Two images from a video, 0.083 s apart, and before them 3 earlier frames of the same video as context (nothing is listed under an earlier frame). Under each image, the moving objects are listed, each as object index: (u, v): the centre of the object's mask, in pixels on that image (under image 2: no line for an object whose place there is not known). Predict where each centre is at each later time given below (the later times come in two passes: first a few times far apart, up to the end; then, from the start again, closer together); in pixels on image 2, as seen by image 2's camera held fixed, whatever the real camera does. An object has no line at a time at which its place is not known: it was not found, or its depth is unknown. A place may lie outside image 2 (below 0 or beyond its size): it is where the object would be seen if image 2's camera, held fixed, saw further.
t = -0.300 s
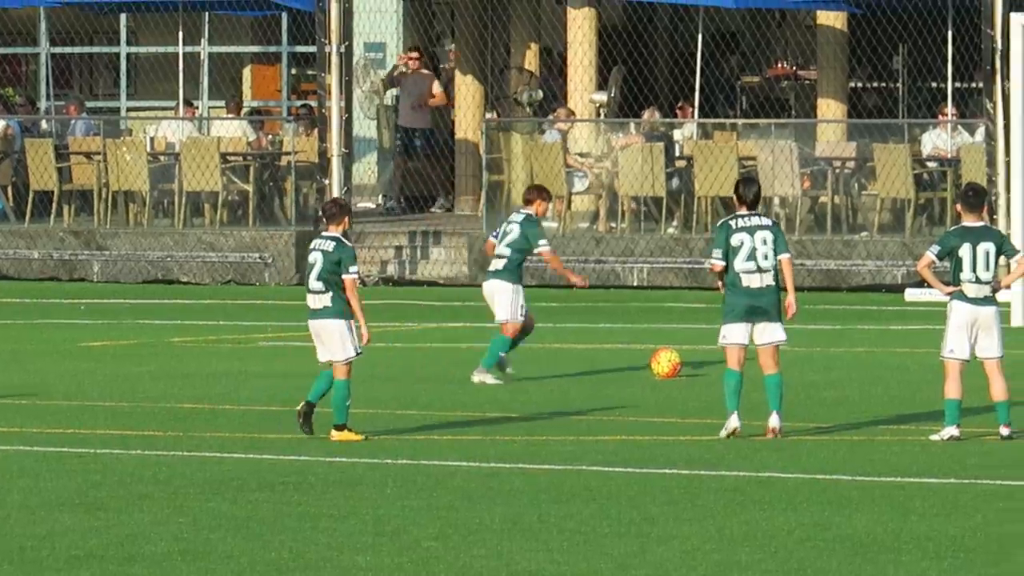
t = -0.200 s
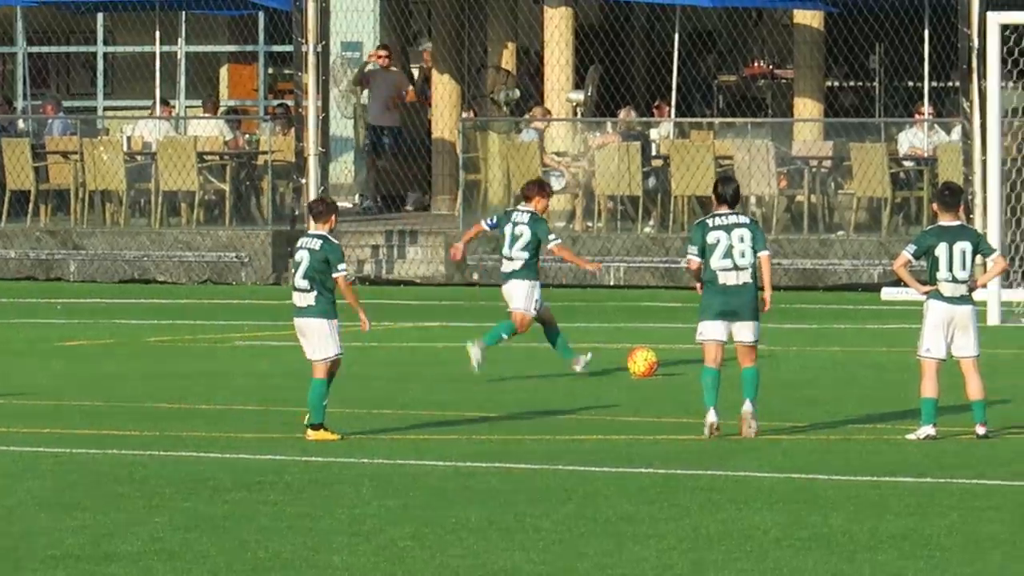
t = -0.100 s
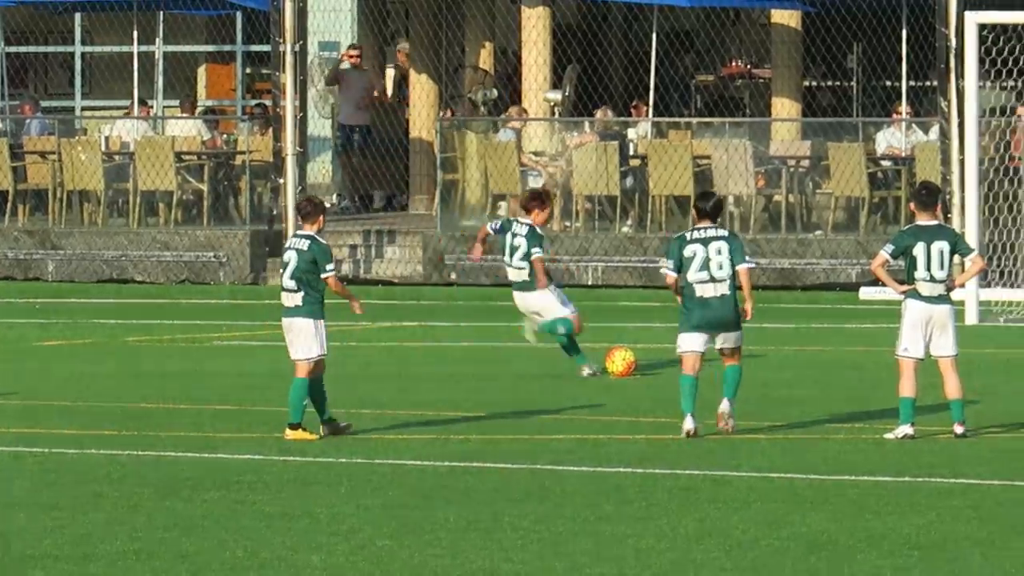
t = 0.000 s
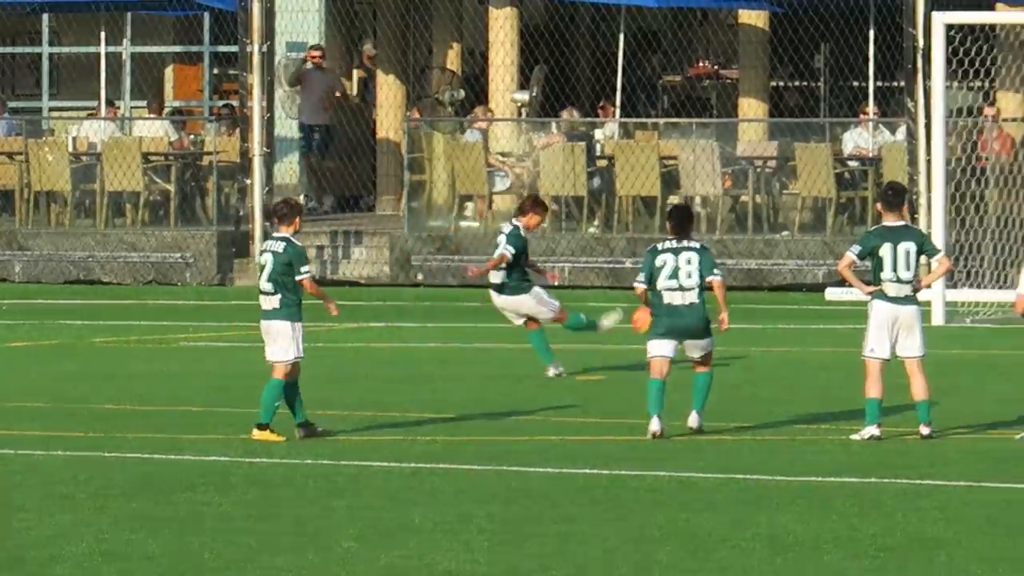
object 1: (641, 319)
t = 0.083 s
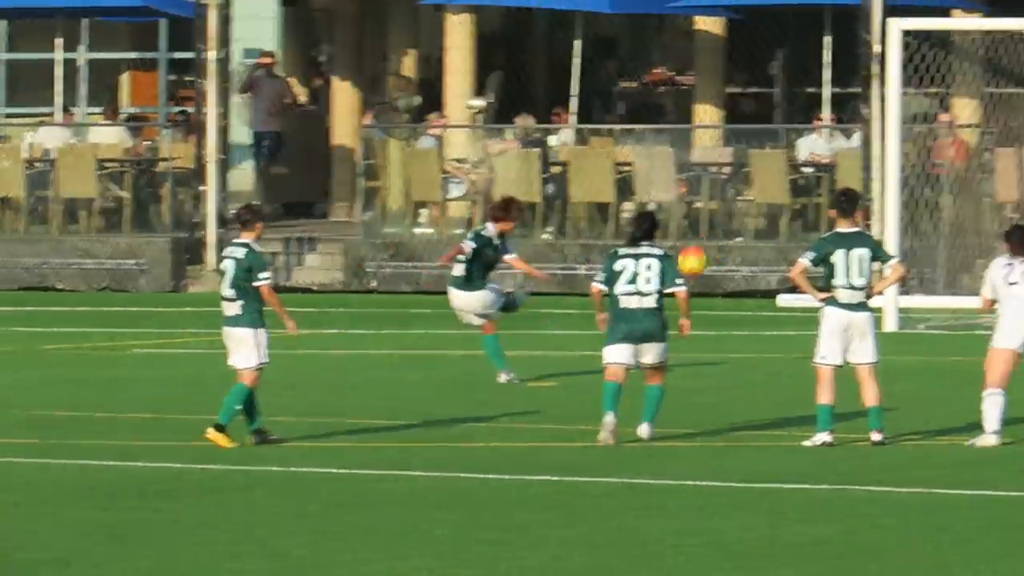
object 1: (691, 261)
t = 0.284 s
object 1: (871, 162)
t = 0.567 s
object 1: (1044, 140)
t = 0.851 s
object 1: (1183, 163)
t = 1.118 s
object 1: (1295, 257)
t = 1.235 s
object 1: (1341, 296)
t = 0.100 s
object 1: (708, 250)
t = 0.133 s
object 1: (742, 229)
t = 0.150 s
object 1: (757, 220)
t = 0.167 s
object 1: (772, 211)
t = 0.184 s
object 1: (789, 202)
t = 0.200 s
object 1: (801, 194)
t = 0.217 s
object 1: (815, 187)
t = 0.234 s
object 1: (830, 179)
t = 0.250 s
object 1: (844, 173)
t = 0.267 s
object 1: (858, 167)
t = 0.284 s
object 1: (871, 162)
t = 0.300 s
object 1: (883, 157)
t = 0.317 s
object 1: (895, 152)
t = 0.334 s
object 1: (908, 148)
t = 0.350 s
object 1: (919, 144)
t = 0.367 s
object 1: (929, 141)
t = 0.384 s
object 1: (940, 138)
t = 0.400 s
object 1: (951, 136)
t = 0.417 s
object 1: (961, 136)
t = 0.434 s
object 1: (971, 134)
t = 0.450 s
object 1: (982, 133)
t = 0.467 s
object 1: (992, 132)
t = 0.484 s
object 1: (1000, 133)
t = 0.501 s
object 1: (1010, 133)
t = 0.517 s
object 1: (1019, 134)
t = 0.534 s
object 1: (1028, 135)
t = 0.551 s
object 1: (1036, 137)
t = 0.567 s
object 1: (1044, 140)
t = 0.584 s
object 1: (1051, 142)
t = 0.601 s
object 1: (1059, 145)
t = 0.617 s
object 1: (1067, 149)
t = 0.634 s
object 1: (1073, 151)
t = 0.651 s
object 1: (1079, 152)
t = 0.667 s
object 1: (1090, 152)
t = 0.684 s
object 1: (1103, 155)
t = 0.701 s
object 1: (1111, 154)
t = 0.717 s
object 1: (1121, 154)
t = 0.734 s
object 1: (1131, 153)
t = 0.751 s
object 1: (1139, 154)
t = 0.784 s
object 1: (1155, 155)
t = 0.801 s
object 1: (1163, 156)
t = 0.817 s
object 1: (1170, 158)
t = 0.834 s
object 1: (1177, 160)
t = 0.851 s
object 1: (1183, 163)
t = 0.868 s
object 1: (1189, 166)
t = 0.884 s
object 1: (1197, 169)
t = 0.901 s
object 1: (1204, 173)
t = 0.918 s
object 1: (1211, 177)
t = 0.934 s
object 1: (1218, 181)
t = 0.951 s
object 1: (1224, 187)
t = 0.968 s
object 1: (1230, 193)
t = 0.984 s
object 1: (1239, 198)
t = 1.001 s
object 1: (1245, 204)
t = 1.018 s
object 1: (1253, 210)
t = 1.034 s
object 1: (1261, 217)
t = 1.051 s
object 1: (1267, 224)
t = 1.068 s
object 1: (1273, 232)
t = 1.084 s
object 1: (1281, 239)
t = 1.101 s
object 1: (1288, 248)
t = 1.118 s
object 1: (1295, 257)
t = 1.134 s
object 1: (1303, 265)
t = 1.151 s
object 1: (1310, 274)
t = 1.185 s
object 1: (1324, 294)
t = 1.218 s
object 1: (1337, 306)
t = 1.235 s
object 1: (1341, 296)
